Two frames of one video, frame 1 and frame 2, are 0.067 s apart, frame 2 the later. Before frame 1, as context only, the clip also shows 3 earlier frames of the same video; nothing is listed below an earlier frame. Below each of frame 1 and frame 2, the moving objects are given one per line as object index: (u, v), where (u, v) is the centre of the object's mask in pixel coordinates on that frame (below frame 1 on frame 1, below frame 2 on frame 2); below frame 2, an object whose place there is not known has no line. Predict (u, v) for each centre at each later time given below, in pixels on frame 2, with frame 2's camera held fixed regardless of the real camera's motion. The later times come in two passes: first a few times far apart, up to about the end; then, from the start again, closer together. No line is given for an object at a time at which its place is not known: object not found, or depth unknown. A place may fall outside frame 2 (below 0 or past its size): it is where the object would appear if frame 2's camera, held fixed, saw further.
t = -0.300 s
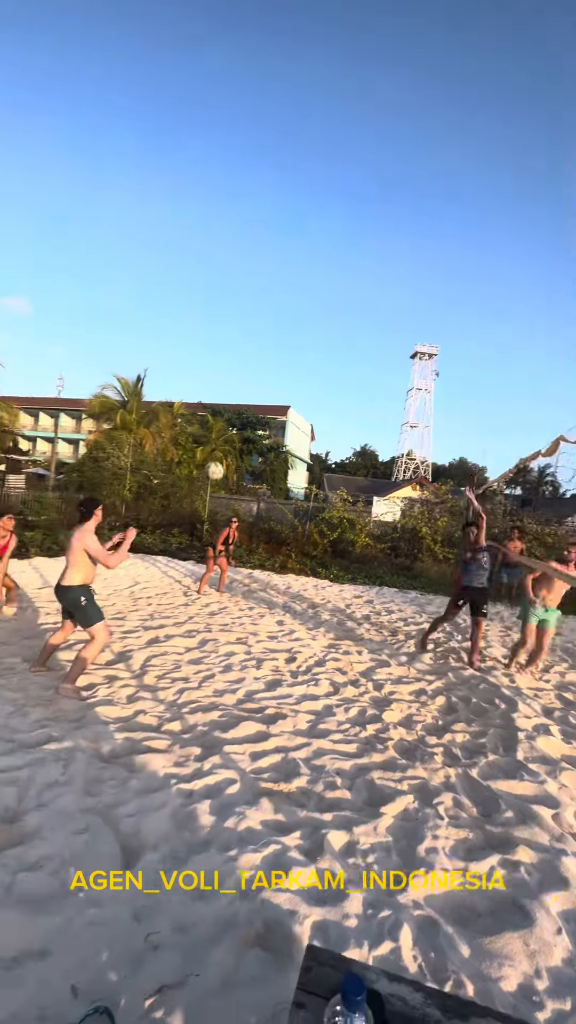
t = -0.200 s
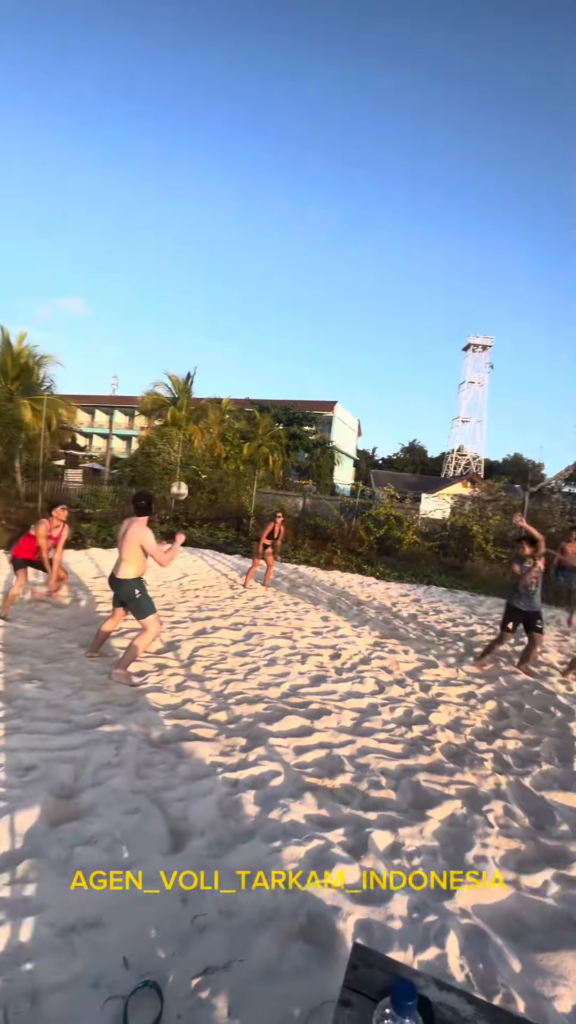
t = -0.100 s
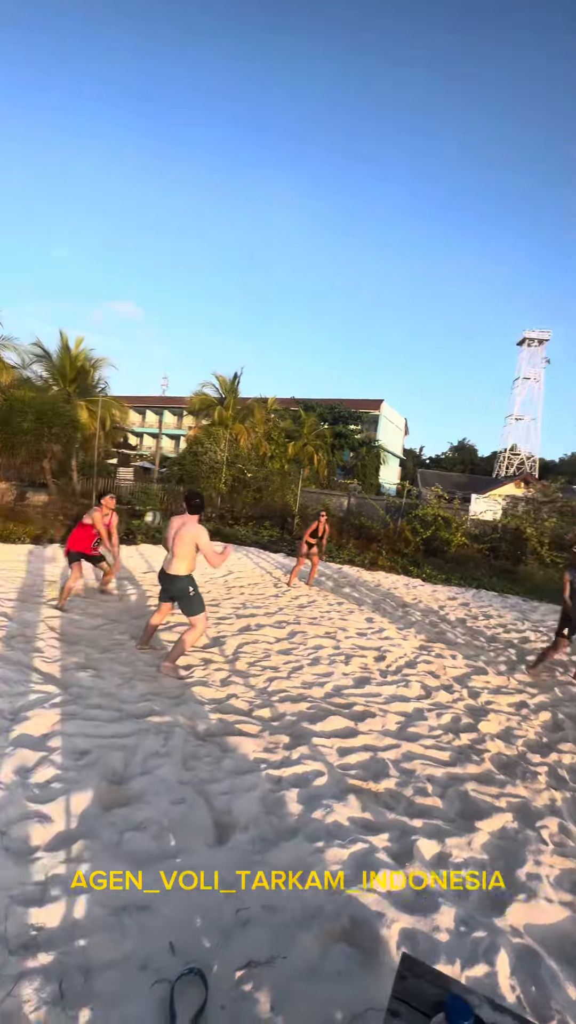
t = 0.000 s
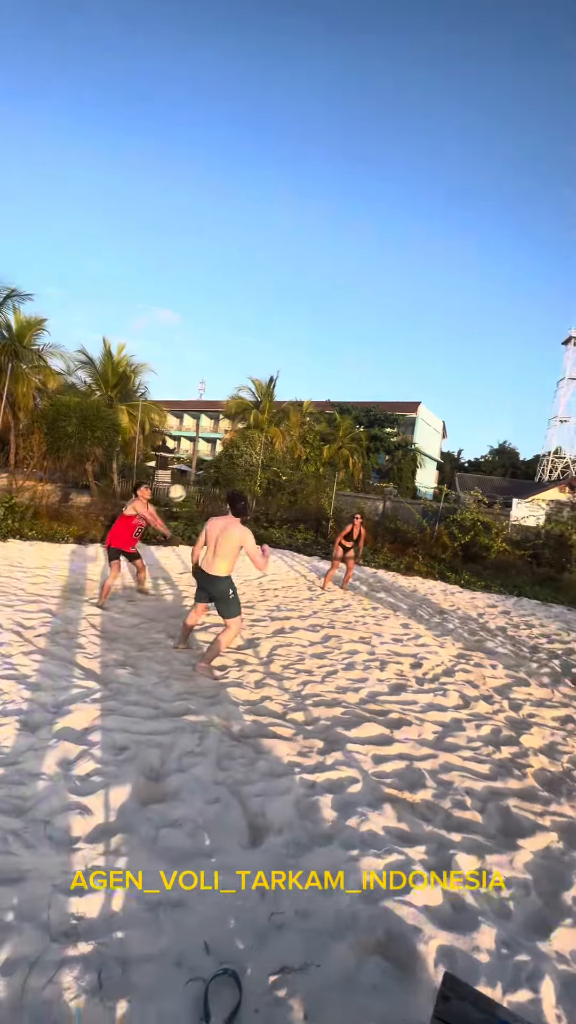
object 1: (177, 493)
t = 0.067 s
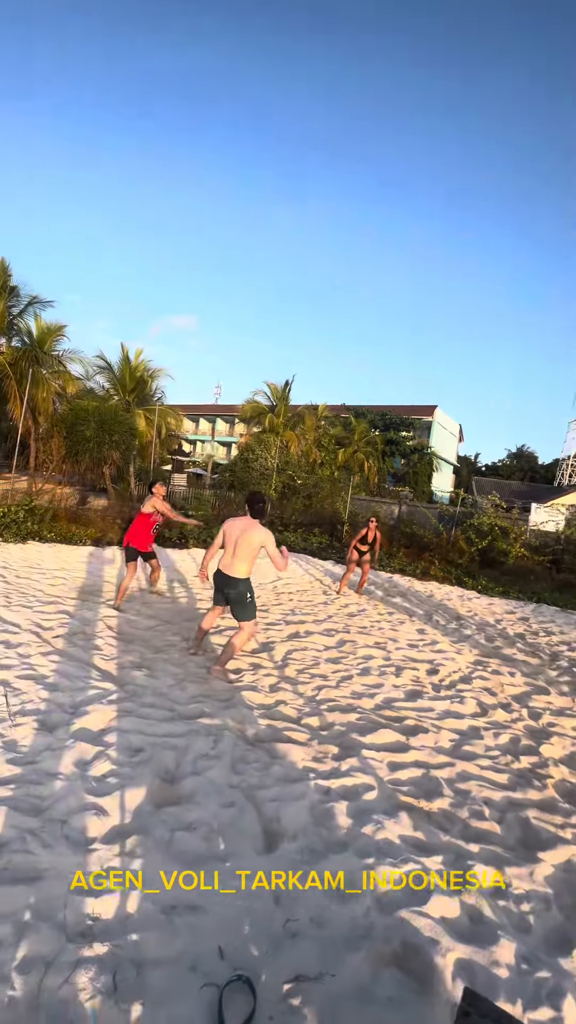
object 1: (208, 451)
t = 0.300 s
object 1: (265, 306)
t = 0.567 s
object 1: (321, 192)
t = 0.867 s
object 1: (376, 128)
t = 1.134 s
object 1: (414, 130)
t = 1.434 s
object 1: (447, 205)
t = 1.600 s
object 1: (462, 281)
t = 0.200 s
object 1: (242, 364)
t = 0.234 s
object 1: (250, 344)
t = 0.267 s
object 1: (258, 325)
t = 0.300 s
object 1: (265, 306)
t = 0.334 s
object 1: (272, 290)
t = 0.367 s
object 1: (280, 273)
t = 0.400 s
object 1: (287, 258)
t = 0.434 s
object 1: (294, 243)
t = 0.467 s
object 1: (301, 229)
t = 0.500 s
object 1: (308, 216)
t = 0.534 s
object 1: (315, 204)
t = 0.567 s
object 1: (321, 192)
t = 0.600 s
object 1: (328, 182)
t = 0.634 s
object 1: (335, 172)
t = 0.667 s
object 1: (341, 163)
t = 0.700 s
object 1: (348, 155)
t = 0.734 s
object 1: (353, 147)
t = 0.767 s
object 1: (359, 141)
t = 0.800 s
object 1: (365, 136)
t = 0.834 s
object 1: (371, 132)
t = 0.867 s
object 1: (376, 128)
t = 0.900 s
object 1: (381, 125)
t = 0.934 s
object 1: (386, 123)
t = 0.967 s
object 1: (391, 122)
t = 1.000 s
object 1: (396, 122)
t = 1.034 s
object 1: (401, 123)
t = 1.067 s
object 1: (405, 124)
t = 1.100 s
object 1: (410, 127)
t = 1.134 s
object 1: (414, 130)
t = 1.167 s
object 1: (418, 134)
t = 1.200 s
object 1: (422, 140)
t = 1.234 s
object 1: (426, 147)
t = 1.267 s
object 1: (429, 155)
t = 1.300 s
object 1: (433, 163)
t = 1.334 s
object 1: (437, 172)
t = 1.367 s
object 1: (441, 182)
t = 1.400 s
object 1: (444, 193)
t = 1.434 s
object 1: (447, 205)
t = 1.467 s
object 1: (450, 219)
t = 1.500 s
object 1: (453, 233)
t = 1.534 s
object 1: (456, 248)
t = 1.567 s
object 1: (459, 264)
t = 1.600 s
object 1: (462, 281)
